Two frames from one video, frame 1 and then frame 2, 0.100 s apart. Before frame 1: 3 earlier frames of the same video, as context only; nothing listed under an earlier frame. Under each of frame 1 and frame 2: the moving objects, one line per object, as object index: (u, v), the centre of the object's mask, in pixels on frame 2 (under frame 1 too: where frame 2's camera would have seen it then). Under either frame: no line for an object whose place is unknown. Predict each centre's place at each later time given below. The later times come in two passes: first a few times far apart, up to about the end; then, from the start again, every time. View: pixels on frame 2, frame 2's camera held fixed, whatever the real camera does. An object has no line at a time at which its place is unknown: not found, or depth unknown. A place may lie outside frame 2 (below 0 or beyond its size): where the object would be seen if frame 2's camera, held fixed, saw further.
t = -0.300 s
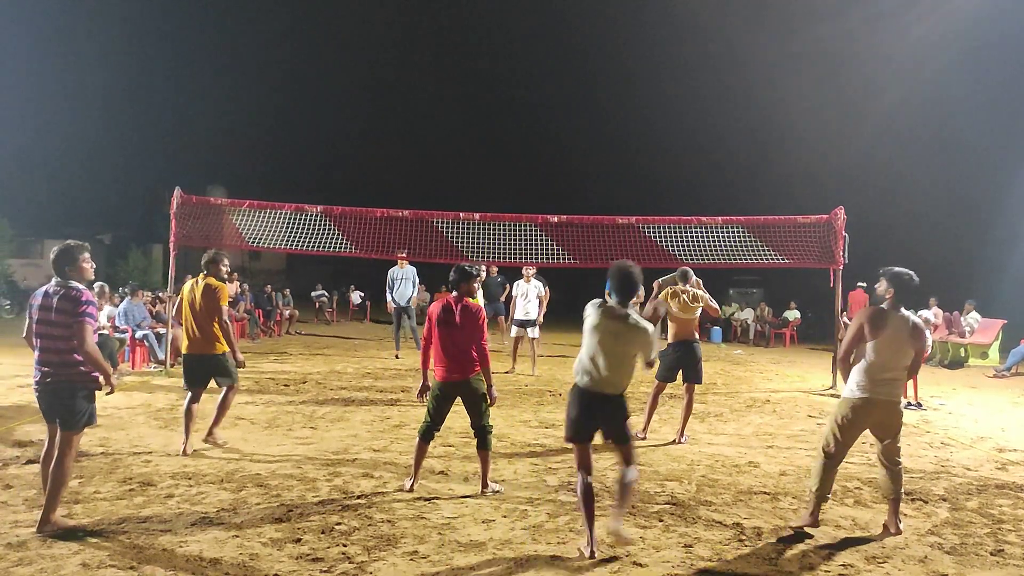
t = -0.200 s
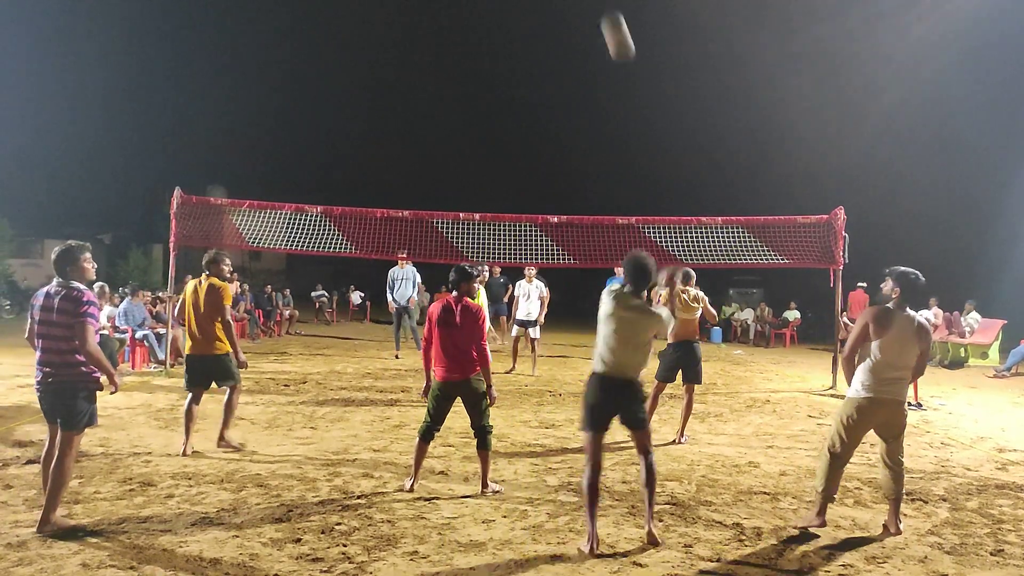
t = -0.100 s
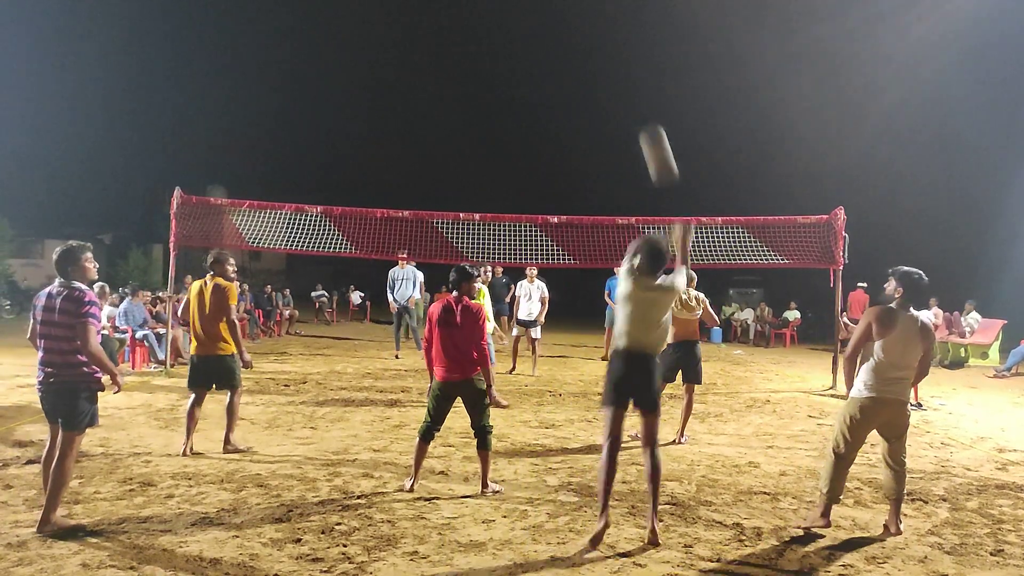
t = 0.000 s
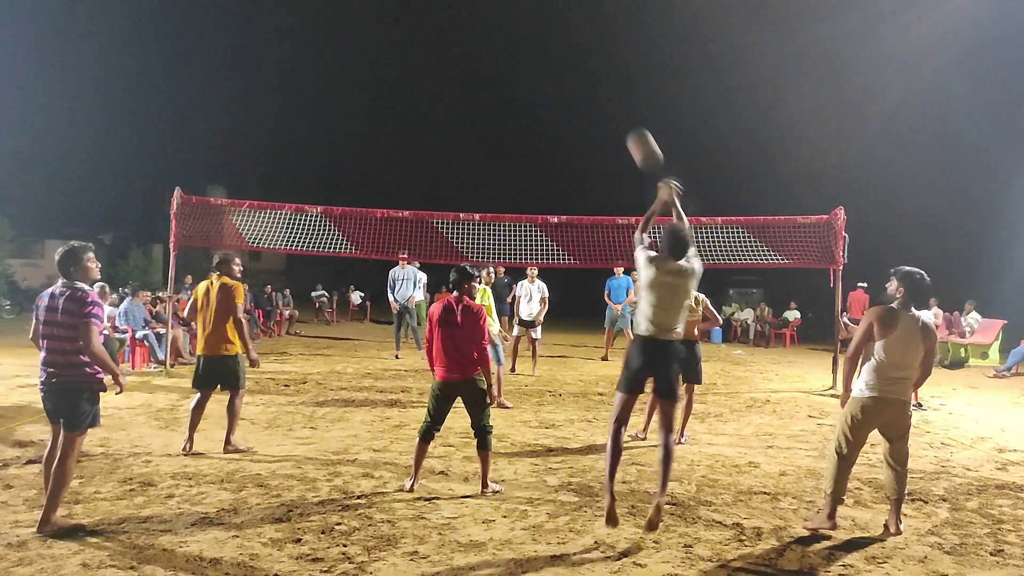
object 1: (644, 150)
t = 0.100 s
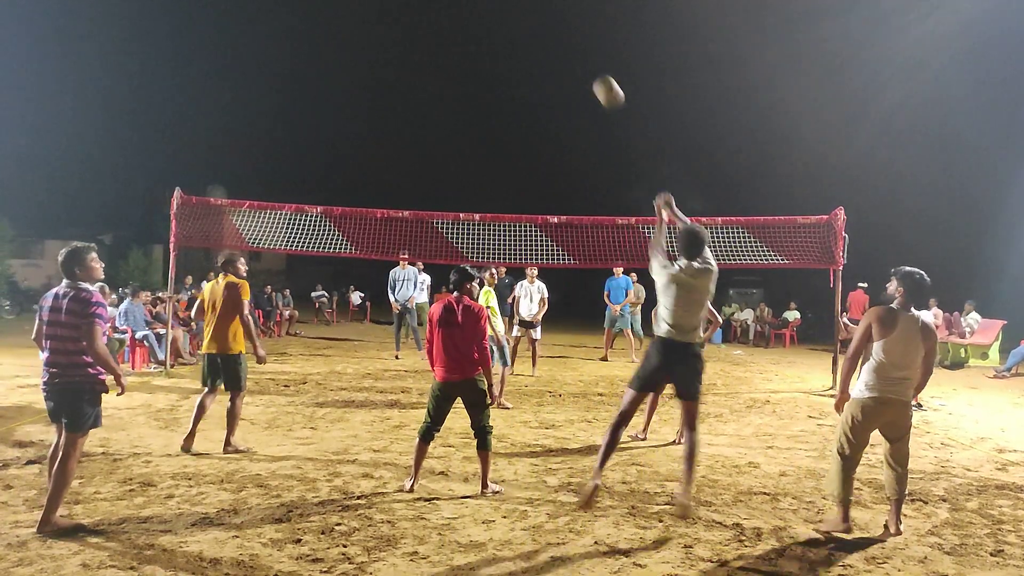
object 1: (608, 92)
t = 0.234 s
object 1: (570, 51)
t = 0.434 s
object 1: (530, 40)
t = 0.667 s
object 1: (498, 74)
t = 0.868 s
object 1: (479, 128)
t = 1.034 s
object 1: (466, 183)
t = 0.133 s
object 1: (598, 78)
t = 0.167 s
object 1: (588, 67)
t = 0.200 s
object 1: (578, 58)
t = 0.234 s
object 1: (570, 51)
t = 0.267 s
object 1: (563, 46)
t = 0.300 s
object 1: (555, 42)
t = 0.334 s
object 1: (549, 40)
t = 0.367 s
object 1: (542, 39)
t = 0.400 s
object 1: (536, 39)
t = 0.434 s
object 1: (530, 40)
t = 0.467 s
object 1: (525, 43)
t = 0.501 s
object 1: (520, 46)
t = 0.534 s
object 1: (515, 51)
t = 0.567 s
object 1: (511, 56)
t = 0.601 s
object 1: (506, 61)
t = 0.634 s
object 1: (502, 67)
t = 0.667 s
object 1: (498, 74)
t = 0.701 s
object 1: (495, 82)
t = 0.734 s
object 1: (491, 90)
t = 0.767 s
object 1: (488, 99)
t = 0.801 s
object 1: (485, 108)
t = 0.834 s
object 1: (481, 118)
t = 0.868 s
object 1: (479, 128)
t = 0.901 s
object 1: (476, 138)
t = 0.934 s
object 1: (473, 148)
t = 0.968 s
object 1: (470, 159)
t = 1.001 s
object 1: (468, 171)
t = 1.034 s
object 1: (466, 183)
